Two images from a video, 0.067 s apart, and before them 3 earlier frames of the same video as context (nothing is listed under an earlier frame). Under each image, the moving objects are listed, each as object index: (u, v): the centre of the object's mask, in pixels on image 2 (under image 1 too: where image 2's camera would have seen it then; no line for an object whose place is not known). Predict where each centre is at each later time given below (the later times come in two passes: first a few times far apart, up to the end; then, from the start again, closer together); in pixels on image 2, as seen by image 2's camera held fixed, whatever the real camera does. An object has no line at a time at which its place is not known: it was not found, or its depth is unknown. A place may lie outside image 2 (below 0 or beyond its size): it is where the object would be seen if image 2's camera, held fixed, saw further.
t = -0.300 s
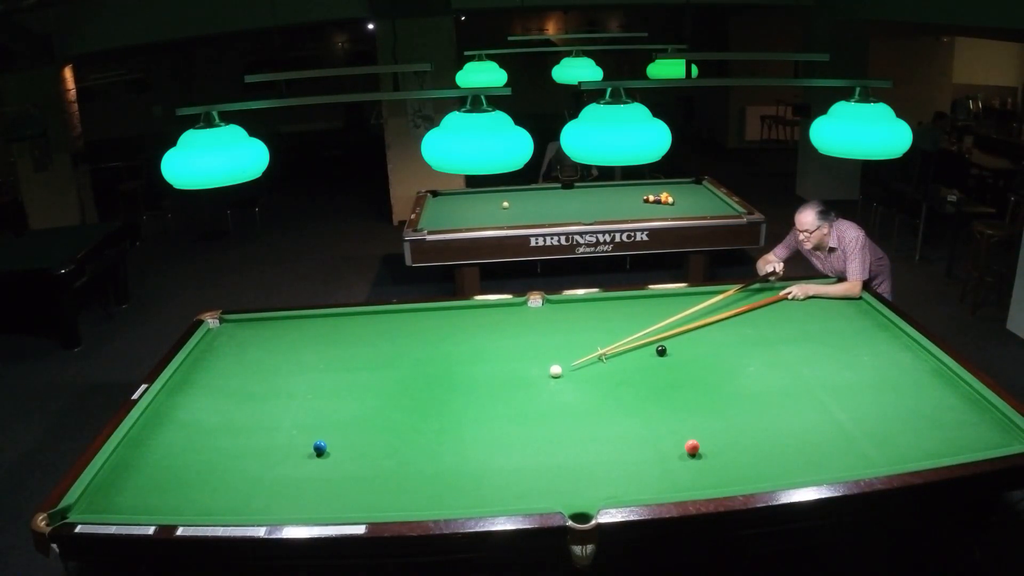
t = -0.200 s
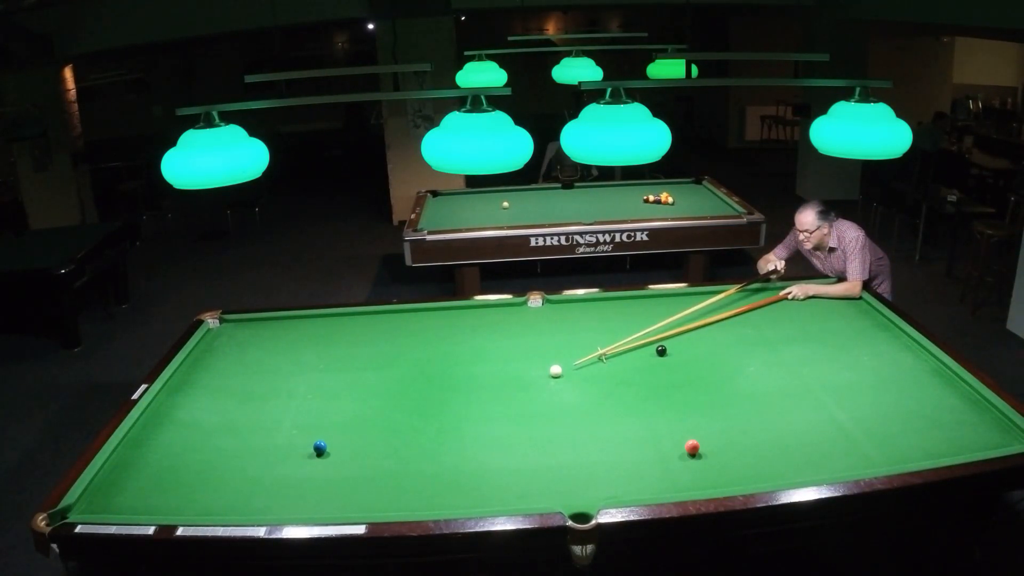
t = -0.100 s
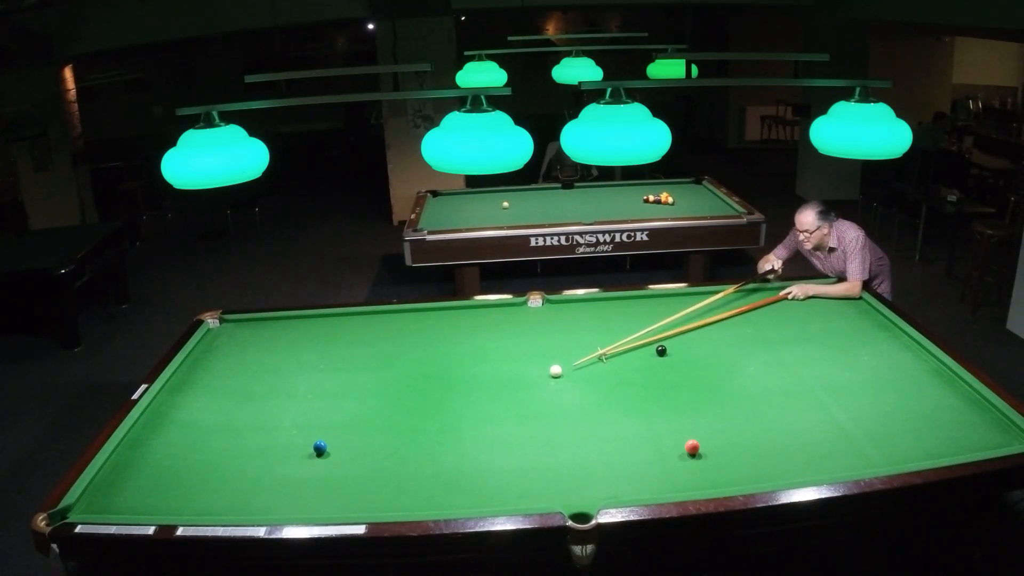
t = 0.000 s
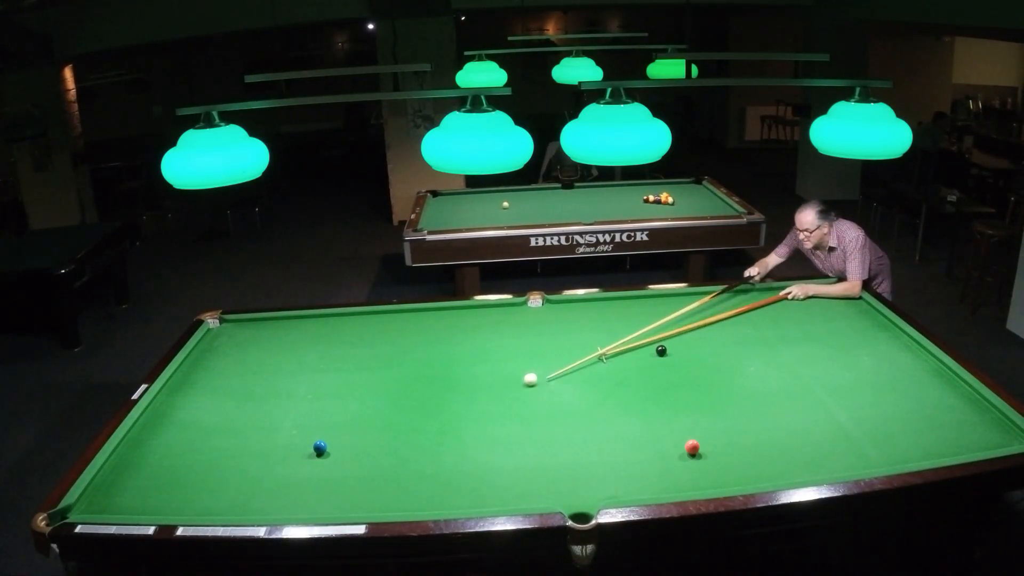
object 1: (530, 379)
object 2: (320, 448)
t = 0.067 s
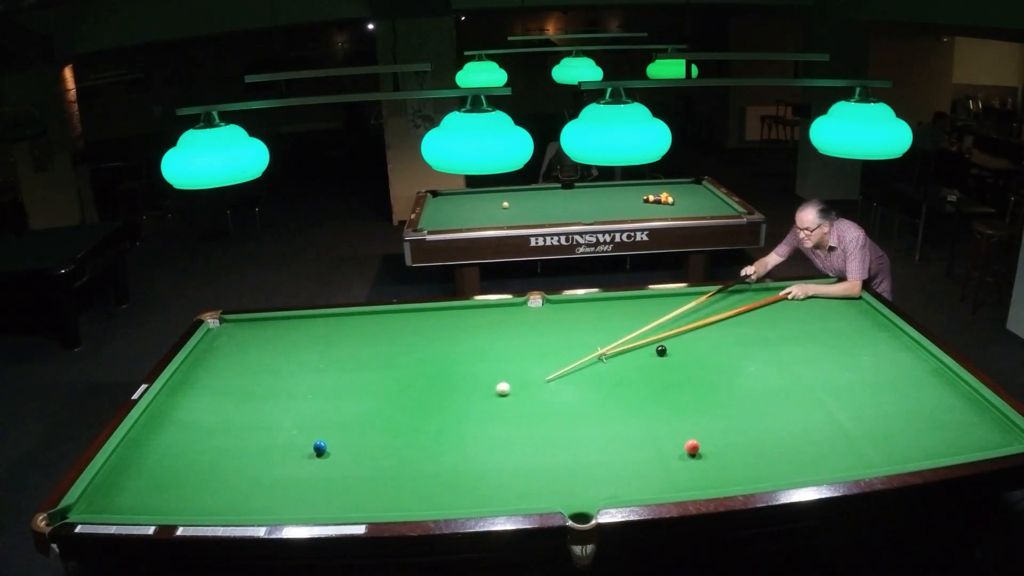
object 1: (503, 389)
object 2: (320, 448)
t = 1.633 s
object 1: (276, 502)
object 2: (106, 468)
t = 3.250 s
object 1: (306, 449)
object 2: (286, 481)
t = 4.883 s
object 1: (317, 436)
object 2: (433, 487)
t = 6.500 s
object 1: (317, 436)
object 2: (516, 486)
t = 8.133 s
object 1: (317, 436)
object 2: (530, 486)
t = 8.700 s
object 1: (317, 436)
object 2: (530, 485)
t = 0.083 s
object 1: (496, 391)
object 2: (320, 448)
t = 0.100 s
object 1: (490, 393)
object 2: (320, 448)
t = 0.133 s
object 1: (478, 398)
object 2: (320, 448)
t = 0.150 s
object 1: (472, 400)
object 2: (320, 448)
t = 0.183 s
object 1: (460, 403)
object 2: (320, 448)
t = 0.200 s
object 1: (455, 406)
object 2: (320, 448)
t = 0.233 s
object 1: (444, 409)
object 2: (320, 448)
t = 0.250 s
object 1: (439, 411)
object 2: (320, 448)
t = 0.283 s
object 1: (428, 415)
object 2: (320, 448)
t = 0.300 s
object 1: (423, 417)
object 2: (320, 448)
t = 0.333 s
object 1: (412, 420)
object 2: (320, 448)
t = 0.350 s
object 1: (407, 422)
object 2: (320, 448)
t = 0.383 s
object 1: (396, 426)
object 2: (320, 448)
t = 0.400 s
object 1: (391, 427)
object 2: (320, 448)
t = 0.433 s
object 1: (380, 431)
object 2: (320, 448)
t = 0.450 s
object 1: (374, 433)
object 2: (320, 448)
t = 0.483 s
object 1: (363, 436)
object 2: (320, 448)
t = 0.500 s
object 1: (357, 438)
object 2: (320, 448)
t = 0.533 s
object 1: (346, 442)
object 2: (320, 448)
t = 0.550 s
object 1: (341, 444)
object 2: (320, 448)
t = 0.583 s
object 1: (333, 447)
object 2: (316, 449)
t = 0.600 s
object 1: (333, 449)
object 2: (311, 449)
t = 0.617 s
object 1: (333, 450)
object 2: (306, 450)
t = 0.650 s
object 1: (331, 452)
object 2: (297, 451)
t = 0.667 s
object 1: (330, 454)
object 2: (293, 451)
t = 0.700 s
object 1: (327, 457)
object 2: (286, 452)
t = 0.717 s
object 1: (326, 458)
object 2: (282, 453)
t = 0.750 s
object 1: (323, 461)
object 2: (275, 453)
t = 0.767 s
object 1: (322, 462)
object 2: (271, 454)
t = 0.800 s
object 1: (319, 465)
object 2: (264, 454)
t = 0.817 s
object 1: (317, 467)
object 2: (261, 455)
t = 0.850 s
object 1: (314, 470)
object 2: (254, 455)
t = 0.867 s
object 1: (313, 471)
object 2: (250, 456)
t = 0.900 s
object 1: (310, 474)
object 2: (244, 456)
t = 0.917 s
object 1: (309, 475)
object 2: (240, 457)
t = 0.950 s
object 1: (306, 478)
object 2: (233, 457)
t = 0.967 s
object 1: (304, 480)
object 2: (230, 458)
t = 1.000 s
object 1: (302, 483)
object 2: (223, 458)
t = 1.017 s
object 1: (300, 484)
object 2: (220, 459)
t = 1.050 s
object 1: (297, 487)
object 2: (213, 460)
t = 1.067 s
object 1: (296, 489)
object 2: (210, 460)
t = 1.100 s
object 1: (293, 492)
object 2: (203, 460)
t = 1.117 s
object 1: (291, 493)
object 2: (200, 461)
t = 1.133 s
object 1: (290, 495)
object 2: (197, 461)
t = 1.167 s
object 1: (287, 498)
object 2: (190, 461)
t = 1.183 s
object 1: (285, 499)
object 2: (187, 462)
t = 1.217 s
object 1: (283, 502)
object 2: (181, 462)
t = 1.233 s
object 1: (281, 504)
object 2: (178, 462)
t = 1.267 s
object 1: (278, 506)
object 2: (171, 463)
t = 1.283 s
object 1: (277, 508)
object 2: (168, 463)
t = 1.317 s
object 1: (274, 510)
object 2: (162, 464)
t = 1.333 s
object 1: (272, 510)
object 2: (159, 464)
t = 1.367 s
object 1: (269, 512)
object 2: (153, 465)
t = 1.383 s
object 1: (270, 512)
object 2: (150, 465)
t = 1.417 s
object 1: (270, 511)
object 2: (144, 465)
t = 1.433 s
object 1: (271, 510)
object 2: (141, 466)
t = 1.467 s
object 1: (272, 509)
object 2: (135, 466)
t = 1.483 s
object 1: (272, 509)
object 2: (132, 466)
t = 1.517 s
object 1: (273, 507)
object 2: (126, 467)
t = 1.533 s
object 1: (273, 507)
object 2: (123, 467)
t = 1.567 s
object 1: (274, 505)
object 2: (118, 467)
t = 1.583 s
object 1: (275, 504)
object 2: (115, 468)
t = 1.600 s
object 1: (275, 503)
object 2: (112, 468)
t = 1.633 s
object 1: (276, 502)
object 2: (106, 468)
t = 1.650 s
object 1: (276, 501)
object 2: (106, 469)
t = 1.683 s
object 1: (277, 499)
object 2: (110, 469)
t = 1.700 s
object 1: (278, 498)
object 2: (113, 469)
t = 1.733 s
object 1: (278, 497)
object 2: (116, 469)
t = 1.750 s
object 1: (279, 496)
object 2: (118, 469)
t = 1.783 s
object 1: (279, 494)
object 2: (122, 470)
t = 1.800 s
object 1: (280, 494)
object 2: (124, 470)
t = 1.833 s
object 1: (281, 492)
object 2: (128, 470)
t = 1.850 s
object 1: (281, 491)
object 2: (130, 470)
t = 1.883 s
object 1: (282, 490)
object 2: (134, 471)
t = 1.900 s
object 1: (282, 489)
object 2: (136, 471)
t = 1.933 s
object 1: (283, 488)
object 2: (140, 471)
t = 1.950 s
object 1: (283, 487)
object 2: (141, 472)
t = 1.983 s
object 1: (284, 486)
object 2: (145, 472)
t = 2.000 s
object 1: (284, 485)
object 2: (147, 472)
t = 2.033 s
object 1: (285, 484)
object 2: (151, 472)
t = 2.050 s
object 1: (286, 483)
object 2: (153, 472)
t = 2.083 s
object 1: (286, 482)
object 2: (157, 473)
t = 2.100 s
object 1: (287, 481)
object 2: (159, 473)
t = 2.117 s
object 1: (287, 480)
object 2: (161, 473)
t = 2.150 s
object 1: (288, 479)
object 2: (165, 473)
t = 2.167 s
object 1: (288, 478)
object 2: (166, 474)
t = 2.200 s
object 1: (289, 477)
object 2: (170, 474)
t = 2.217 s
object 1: (289, 477)
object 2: (172, 474)
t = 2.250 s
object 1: (290, 476)
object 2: (176, 474)
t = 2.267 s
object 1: (290, 475)
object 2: (178, 474)
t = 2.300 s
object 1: (291, 474)
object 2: (182, 474)
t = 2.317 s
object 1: (291, 473)
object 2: (184, 474)
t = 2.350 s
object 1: (292, 472)
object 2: (188, 475)
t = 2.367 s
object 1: (292, 472)
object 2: (189, 475)
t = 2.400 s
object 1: (293, 471)
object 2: (193, 475)
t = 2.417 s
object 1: (293, 470)
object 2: (195, 475)
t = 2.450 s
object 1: (294, 469)
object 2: (199, 475)
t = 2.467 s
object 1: (294, 469)
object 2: (201, 475)
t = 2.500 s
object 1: (295, 468)
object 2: (204, 476)
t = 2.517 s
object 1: (295, 467)
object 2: (206, 476)
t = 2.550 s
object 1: (295, 466)
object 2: (210, 476)
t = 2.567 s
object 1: (296, 465)
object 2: (212, 476)
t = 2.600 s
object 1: (296, 464)
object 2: (216, 476)
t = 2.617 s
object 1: (296, 464)
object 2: (218, 477)
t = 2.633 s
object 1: (297, 463)
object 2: (220, 477)
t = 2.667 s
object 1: (297, 463)
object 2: (223, 477)
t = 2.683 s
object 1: (298, 462)
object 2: (225, 477)
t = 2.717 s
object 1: (298, 461)
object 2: (229, 478)
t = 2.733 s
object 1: (298, 460)
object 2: (231, 478)
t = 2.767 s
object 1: (299, 460)
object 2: (234, 478)
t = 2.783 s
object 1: (299, 459)
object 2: (236, 478)
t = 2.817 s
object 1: (300, 458)
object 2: (240, 478)
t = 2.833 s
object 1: (300, 458)
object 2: (242, 479)
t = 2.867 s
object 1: (301, 457)
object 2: (246, 479)
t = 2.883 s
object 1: (301, 457)
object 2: (247, 479)
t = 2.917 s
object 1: (301, 456)
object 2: (251, 479)
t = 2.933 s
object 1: (301, 456)
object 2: (253, 479)
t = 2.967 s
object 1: (302, 455)
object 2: (256, 479)
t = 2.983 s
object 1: (302, 455)
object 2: (258, 480)
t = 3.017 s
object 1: (303, 454)
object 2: (262, 480)
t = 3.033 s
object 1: (303, 453)
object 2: (263, 480)
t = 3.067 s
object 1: (303, 453)
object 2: (267, 480)
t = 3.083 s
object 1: (304, 452)
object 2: (269, 480)
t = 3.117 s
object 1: (304, 452)
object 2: (272, 481)
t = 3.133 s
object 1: (304, 451)
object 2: (274, 481)
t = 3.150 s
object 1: (305, 451)
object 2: (276, 481)
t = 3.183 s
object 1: (305, 450)
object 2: (279, 481)
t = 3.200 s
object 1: (305, 450)
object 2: (281, 481)
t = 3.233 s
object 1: (306, 449)
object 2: (284, 481)
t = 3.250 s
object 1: (306, 449)
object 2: (286, 481)
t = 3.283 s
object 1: (306, 448)
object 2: (290, 482)
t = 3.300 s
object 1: (307, 448)
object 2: (291, 482)
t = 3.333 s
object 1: (307, 447)
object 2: (295, 482)
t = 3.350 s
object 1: (307, 447)
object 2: (297, 482)
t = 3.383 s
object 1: (308, 446)
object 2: (300, 482)
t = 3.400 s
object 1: (308, 446)
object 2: (302, 482)
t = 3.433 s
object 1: (308, 446)
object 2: (305, 482)
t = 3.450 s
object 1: (308, 445)
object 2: (307, 482)
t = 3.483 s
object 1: (309, 445)
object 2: (310, 482)
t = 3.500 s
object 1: (309, 445)
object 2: (312, 482)
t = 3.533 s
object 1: (309, 444)
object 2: (315, 483)
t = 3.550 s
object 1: (310, 444)
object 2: (317, 483)
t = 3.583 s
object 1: (310, 443)
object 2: (320, 483)
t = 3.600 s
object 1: (310, 443)
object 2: (322, 483)
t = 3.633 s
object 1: (310, 443)
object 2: (325, 483)
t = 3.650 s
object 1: (311, 442)
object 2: (327, 484)
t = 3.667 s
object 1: (311, 442)
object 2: (328, 483)
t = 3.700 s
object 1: (311, 442)
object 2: (332, 484)
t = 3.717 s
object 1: (311, 442)
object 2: (333, 484)
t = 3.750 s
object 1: (311, 441)
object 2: (336, 484)
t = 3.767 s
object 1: (312, 441)
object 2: (338, 484)
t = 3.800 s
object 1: (312, 441)
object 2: (341, 484)
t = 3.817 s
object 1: (312, 440)
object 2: (343, 484)
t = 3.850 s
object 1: (312, 440)
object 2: (346, 484)
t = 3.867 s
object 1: (313, 440)
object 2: (348, 484)
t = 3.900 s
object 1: (313, 439)
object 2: (351, 484)
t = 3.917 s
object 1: (313, 439)
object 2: (352, 485)
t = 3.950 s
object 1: (313, 439)
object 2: (355, 485)
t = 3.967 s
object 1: (313, 439)
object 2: (357, 485)
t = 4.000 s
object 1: (313, 438)
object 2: (360, 485)
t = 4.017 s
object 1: (313, 438)
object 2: (362, 485)
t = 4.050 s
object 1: (314, 438)
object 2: (365, 485)
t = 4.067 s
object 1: (314, 438)
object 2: (366, 485)
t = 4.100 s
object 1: (314, 438)
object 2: (369, 485)
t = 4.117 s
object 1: (314, 438)
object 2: (371, 485)
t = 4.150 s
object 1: (314, 438)
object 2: (374, 485)
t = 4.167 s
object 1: (315, 437)
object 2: (375, 485)
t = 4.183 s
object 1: (315, 437)
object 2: (377, 485)
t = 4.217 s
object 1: (315, 437)
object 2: (380, 485)
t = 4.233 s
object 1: (315, 437)
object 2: (381, 485)
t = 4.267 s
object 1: (315, 437)
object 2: (384, 486)
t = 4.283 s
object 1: (315, 437)
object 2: (385, 486)
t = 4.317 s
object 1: (316, 437)
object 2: (388, 486)
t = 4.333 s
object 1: (316, 437)
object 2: (390, 486)
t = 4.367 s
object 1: (316, 437)
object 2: (393, 486)
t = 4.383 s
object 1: (316, 437)
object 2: (394, 486)
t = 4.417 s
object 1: (316, 436)
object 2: (397, 486)
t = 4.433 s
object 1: (316, 436)
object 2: (398, 486)
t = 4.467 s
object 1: (316, 436)
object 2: (401, 486)
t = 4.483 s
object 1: (316, 436)
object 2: (402, 486)
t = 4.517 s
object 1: (316, 436)
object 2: (405, 486)
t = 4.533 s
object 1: (316, 436)
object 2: (406, 486)
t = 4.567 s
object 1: (317, 436)
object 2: (409, 486)
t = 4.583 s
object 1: (317, 436)
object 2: (410, 486)
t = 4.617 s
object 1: (317, 436)
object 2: (413, 486)
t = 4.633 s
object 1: (317, 436)
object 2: (414, 486)
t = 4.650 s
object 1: (317, 436)
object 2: (416, 486)
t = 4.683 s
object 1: (317, 436)
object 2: (418, 486)
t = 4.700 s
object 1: (317, 436)
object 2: (419, 486)
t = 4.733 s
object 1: (317, 436)
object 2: (422, 486)
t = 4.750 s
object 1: (317, 436)
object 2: (423, 486)
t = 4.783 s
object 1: (317, 436)
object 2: (426, 486)
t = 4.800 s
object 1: (317, 436)
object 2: (427, 486)
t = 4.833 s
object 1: (317, 436)
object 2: (429, 486)
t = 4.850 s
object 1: (317, 436)
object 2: (431, 487)
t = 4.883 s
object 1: (317, 436)
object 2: (433, 487)
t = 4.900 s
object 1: (317, 436)
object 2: (435, 486)
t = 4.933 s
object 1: (317, 436)
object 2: (437, 487)
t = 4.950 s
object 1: (317, 436)
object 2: (438, 487)
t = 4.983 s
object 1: (317, 436)
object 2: (440, 487)
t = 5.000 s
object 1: (317, 436)
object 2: (441, 487)
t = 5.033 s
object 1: (317, 436)
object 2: (443, 487)
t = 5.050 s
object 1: (317, 436)
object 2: (445, 487)
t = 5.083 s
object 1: (317, 436)
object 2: (447, 487)
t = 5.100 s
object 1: (317, 436)
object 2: (448, 487)
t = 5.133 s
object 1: (317, 436)
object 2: (450, 487)
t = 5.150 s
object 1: (317, 436)
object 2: (451, 487)
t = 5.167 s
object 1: (317, 436)
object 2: (452, 487)
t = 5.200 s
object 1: (317, 436)
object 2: (455, 487)
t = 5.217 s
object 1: (317, 436)
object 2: (456, 487)
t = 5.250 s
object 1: (317, 436)
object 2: (458, 487)
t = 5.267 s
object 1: (317, 436)
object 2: (459, 487)
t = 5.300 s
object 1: (317, 436)
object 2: (461, 487)
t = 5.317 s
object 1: (317, 436)
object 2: (462, 487)
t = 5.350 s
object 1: (317, 436)
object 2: (464, 487)
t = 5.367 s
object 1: (317, 436)
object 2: (465, 487)
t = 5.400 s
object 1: (317, 436)
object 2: (467, 487)
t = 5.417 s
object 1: (317, 436)
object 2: (468, 487)
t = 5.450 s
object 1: (317, 436)
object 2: (470, 487)
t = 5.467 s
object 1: (317, 436)
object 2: (471, 487)
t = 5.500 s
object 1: (317, 436)
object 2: (473, 487)
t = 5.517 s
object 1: (317, 436)
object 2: (474, 487)
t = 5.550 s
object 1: (317, 436)
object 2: (476, 487)
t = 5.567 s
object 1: (317, 436)
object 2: (476, 487)
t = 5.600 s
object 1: (317, 436)
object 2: (478, 487)
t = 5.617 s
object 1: (317, 436)
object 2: (479, 487)
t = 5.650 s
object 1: (317, 436)
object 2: (481, 487)
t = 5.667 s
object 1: (317, 436)
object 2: (482, 487)
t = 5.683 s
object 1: (317, 436)
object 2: (483, 487)
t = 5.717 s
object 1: (317, 436)
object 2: (484, 487)
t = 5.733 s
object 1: (317, 436)
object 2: (485, 487)
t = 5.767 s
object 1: (317, 436)
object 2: (487, 487)
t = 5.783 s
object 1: (317, 436)
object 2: (488, 487)
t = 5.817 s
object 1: (317, 436)
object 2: (489, 487)
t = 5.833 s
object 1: (317, 436)
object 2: (490, 487)
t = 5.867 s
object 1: (317, 436)
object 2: (492, 487)
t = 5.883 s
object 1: (317, 436)
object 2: (493, 487)
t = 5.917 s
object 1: (317, 436)
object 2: (494, 487)
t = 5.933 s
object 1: (317, 436)
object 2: (495, 487)
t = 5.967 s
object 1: (317, 436)
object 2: (496, 487)
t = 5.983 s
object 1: (317, 436)
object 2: (497, 487)
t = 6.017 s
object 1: (317, 436)
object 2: (499, 487)
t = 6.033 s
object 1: (317, 436)
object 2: (499, 487)
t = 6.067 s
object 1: (317, 436)
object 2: (501, 487)
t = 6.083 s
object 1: (317, 436)
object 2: (501, 487)
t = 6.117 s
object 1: (317, 436)
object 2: (503, 487)
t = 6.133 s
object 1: (317, 436)
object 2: (503, 487)
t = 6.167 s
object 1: (317, 436)
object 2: (504, 487)
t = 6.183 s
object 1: (317, 436)
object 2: (505, 487)
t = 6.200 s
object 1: (317, 436)
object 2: (506, 487)
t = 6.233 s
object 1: (317, 436)
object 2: (507, 487)
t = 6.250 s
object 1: (317, 436)
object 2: (508, 487)
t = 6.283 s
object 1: (317, 436)
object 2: (509, 486)
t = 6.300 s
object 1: (317, 436)
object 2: (509, 486)
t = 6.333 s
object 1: (317, 436)
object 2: (510, 486)
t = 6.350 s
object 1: (317, 436)
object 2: (511, 486)
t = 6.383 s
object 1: (317, 436)
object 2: (512, 486)
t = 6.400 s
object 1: (317, 436)
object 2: (513, 486)
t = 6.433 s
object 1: (317, 436)
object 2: (514, 486)
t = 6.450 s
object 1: (317, 436)
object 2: (514, 486)
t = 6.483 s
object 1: (317, 436)
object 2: (515, 486)
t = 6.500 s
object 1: (317, 436)
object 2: (516, 486)
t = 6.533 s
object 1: (317, 436)
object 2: (516, 486)
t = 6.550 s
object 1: (317, 436)
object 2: (517, 486)
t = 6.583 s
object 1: (317, 436)
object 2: (518, 486)
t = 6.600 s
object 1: (317, 436)
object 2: (518, 486)
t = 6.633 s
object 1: (317, 436)
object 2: (519, 486)
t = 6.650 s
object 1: (317, 436)
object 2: (520, 486)
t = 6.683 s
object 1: (317, 436)
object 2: (520, 486)
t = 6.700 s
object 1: (317, 436)
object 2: (521, 486)
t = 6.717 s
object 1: (317, 436)
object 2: (521, 486)
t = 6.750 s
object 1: (317, 436)
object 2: (522, 486)
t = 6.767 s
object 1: (317, 436)
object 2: (522, 486)
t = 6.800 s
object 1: (317, 436)
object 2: (523, 486)
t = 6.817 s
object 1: (317, 436)
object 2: (523, 486)
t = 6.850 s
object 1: (317, 436)
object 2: (524, 486)
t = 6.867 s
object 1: (317, 436)
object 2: (524, 485)
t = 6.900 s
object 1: (317, 436)
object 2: (524, 485)
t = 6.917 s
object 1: (317, 436)
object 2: (525, 485)
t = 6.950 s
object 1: (317, 436)
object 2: (525, 485)
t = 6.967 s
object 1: (317, 436)
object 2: (526, 485)
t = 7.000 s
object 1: (317, 436)
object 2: (526, 485)
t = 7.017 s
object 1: (317, 436)
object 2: (526, 485)
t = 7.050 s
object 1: (317, 436)
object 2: (527, 485)
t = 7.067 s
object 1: (317, 436)
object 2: (527, 485)
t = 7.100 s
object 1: (317, 436)
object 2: (527, 485)
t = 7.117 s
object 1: (317, 436)
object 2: (528, 485)
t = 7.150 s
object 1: (317, 436)
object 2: (528, 485)
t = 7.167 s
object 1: (317, 436)
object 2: (528, 485)
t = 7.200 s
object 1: (317, 436)
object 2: (528, 485)
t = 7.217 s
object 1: (317, 436)
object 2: (529, 485)
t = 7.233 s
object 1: (317, 436)
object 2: (529, 485)
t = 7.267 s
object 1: (317, 436)
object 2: (529, 485)
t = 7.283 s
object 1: (317, 436)
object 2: (529, 485)
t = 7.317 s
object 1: (317, 436)
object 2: (529, 485)
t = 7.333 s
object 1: (317, 436)
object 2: (529, 485)
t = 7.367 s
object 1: (317, 436)
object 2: (529, 485)
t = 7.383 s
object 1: (317, 436)
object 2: (530, 485)
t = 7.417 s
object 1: (317, 436)
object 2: (530, 485)
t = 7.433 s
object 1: (317, 436)
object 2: (530, 485)
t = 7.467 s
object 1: (317, 436)
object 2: (530, 485)
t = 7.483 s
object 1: (317, 436)
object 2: (530, 485)
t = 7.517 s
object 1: (317, 436)
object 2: (530, 485)
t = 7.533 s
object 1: (317, 436)
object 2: (530, 486)
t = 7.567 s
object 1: (317, 436)
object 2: (530, 485)
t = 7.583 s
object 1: (317, 436)
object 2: (530, 486)
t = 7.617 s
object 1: (317, 436)
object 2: (530, 486)
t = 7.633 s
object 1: (317, 436)
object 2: (530, 486)
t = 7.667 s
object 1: (317, 436)
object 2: (530, 486)
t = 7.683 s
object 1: (317, 436)
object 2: (530, 486)
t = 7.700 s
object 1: (317, 436)
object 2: (530, 486)
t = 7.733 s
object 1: (317, 436)
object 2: (530, 486)
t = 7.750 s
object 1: (317, 436)
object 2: (530, 486)
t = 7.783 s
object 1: (317, 436)
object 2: (530, 486)
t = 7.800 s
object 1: (317, 436)
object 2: (530, 486)
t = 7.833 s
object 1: (317, 436)
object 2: (530, 486)
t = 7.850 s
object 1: (317, 436)
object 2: (530, 486)
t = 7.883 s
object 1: (317, 436)
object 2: (530, 486)
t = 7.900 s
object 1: (317, 436)
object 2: (530, 486)
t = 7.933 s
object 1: (317, 436)
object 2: (530, 486)
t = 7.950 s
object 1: (317, 436)
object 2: (530, 486)
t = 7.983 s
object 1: (317, 436)
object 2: (530, 486)
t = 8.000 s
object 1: (317, 436)
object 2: (530, 486)
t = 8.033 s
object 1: (317, 436)
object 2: (530, 486)
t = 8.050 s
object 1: (317, 436)
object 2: (530, 486)
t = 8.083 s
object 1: (317, 436)
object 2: (530, 486)
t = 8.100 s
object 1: (317, 436)
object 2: (530, 486)
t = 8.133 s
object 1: (317, 436)
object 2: (530, 486)
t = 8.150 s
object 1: (317, 436)
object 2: (530, 486)
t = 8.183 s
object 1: (317, 436)
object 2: (530, 486)
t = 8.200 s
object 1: (317, 436)
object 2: (530, 485)
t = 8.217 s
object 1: (317, 436)
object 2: (530, 486)
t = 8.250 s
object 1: (317, 436)
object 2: (530, 485)
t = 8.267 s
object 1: (317, 436)
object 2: (530, 485)
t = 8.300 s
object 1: (317, 436)
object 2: (530, 485)
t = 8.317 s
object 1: (317, 436)
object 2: (530, 485)
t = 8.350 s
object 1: (317, 436)
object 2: (530, 485)
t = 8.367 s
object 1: (317, 436)
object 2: (530, 485)
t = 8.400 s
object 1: (317, 436)
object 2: (530, 485)
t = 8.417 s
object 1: (317, 436)
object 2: (530, 485)
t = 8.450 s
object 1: (317, 436)
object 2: (530, 485)
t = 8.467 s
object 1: (317, 436)
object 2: (530, 485)
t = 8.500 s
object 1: (317, 436)
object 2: (530, 485)
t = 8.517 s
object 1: (317, 436)
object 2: (530, 486)
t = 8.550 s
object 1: (317, 436)
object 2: (530, 486)
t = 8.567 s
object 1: (317, 436)
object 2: (530, 485)
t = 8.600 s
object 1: (317, 436)
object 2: (530, 485)
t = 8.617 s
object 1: (317, 436)
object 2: (530, 485)
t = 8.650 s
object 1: (317, 436)
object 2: (530, 485)
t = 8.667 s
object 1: (317, 436)
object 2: (530, 485)
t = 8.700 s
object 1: (317, 436)
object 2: (530, 485)
